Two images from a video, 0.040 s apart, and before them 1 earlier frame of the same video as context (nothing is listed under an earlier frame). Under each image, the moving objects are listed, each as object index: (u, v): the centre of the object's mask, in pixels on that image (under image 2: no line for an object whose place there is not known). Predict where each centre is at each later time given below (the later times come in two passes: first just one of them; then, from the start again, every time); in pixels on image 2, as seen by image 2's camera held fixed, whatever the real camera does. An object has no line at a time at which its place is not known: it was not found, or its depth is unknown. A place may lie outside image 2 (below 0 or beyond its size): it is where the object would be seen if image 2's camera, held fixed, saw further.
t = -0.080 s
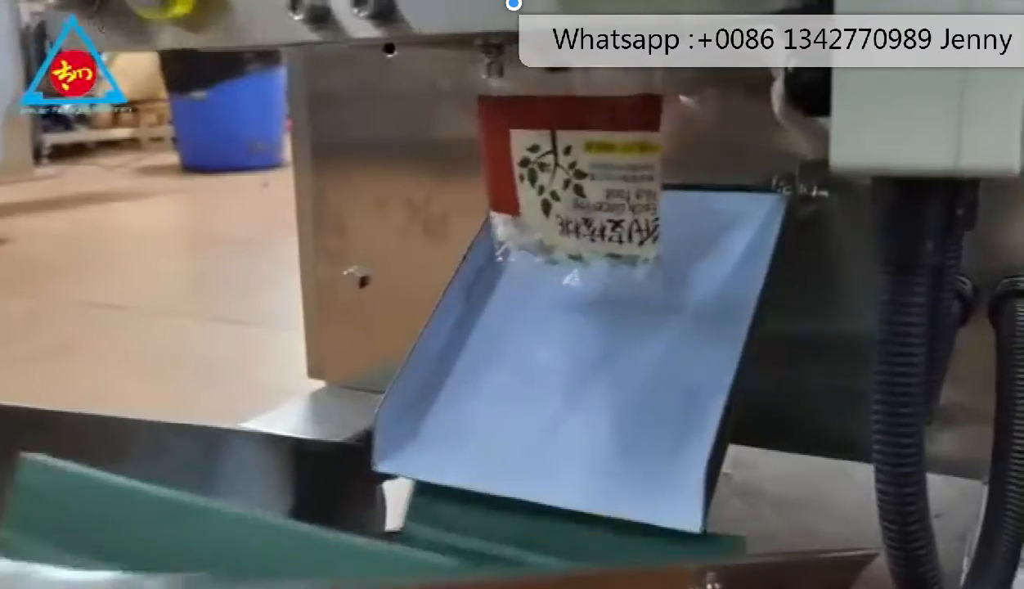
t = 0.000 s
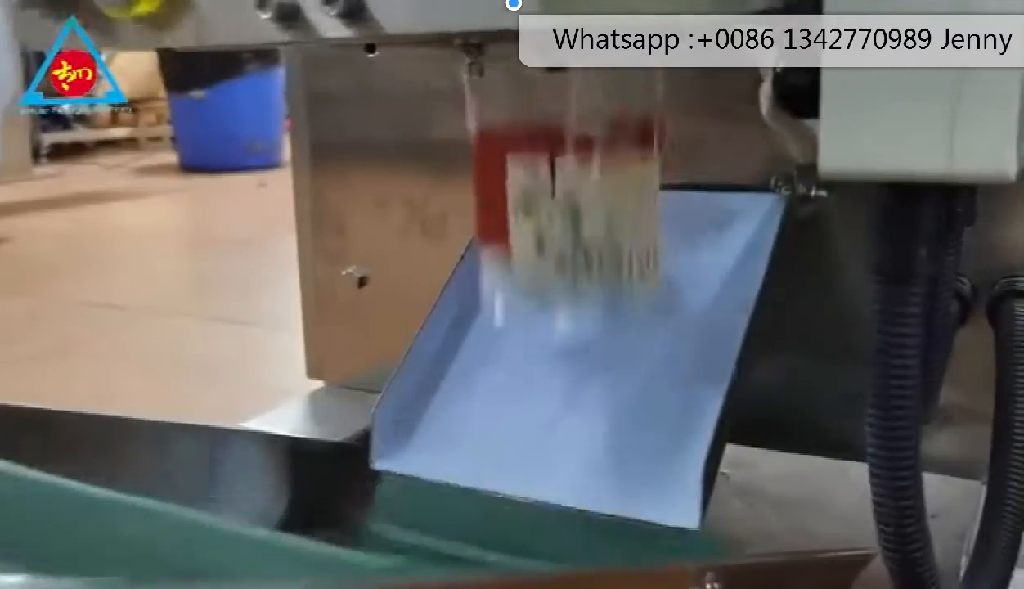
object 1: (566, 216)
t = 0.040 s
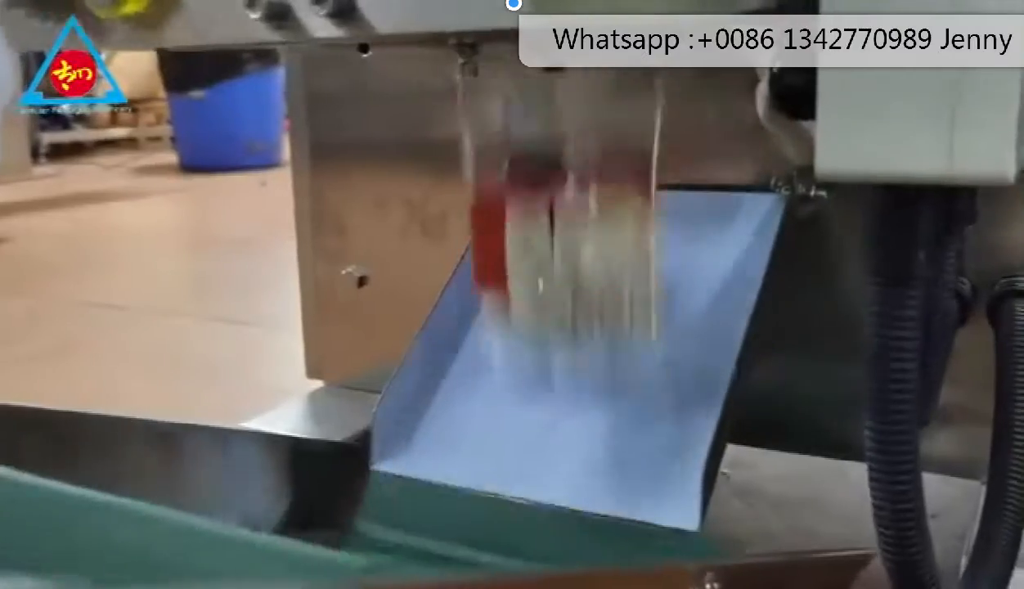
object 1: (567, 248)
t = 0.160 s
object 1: (551, 443)
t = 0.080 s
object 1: (577, 327)
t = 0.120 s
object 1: (555, 415)
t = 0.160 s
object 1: (551, 443)
